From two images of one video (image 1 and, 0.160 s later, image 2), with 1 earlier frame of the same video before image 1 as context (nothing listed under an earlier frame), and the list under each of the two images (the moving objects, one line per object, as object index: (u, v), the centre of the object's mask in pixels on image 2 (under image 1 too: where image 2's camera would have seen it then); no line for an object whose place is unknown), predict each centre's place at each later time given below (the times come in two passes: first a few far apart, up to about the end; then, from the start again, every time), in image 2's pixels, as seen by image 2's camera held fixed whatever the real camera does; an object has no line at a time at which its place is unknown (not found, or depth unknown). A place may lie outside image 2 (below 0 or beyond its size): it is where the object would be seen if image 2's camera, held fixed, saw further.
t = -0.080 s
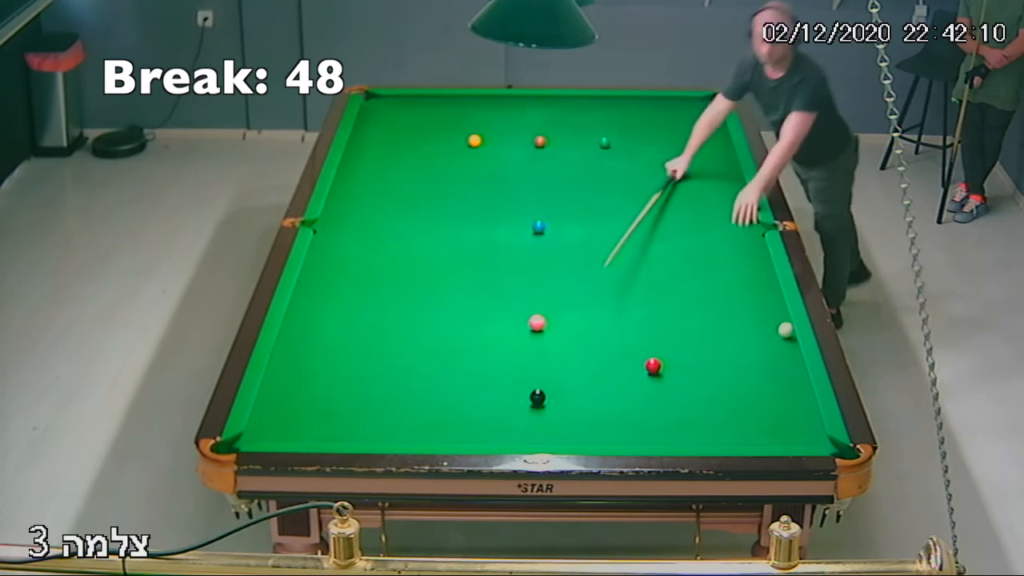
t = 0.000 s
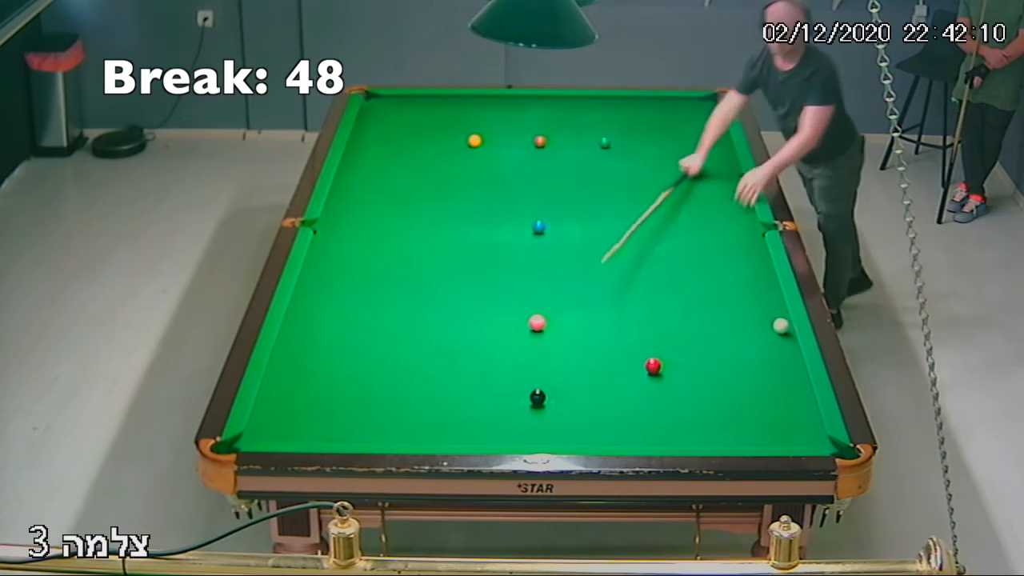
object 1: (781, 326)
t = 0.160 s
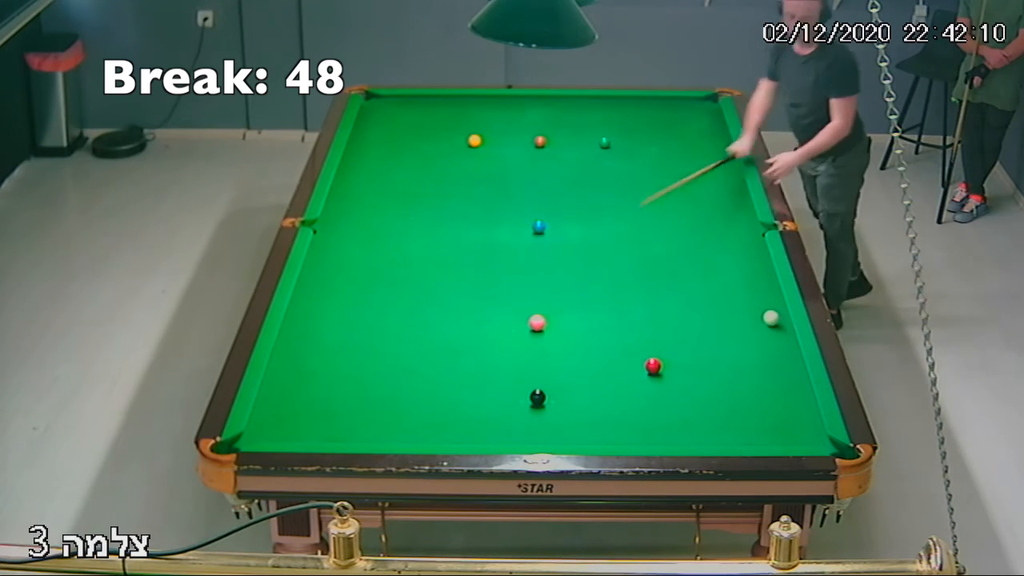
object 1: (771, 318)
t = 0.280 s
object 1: (764, 312)
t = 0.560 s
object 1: (748, 300)
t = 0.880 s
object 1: (732, 287)
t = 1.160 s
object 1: (719, 277)
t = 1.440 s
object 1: (707, 269)
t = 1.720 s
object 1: (697, 260)
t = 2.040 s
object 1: (686, 252)
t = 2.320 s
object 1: (678, 246)
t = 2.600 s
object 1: (671, 240)
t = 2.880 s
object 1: (664, 236)
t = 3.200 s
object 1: (658, 231)
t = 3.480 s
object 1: (654, 228)
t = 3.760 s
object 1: (650, 225)
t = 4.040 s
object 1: (647, 224)
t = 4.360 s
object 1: (645, 222)
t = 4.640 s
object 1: (643, 222)
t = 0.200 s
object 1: (769, 316)
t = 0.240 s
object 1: (766, 314)
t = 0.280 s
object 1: (764, 312)
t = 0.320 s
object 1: (761, 311)
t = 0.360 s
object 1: (759, 309)
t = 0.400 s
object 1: (757, 307)
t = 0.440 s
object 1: (755, 305)
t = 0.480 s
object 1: (753, 304)
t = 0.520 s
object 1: (750, 302)
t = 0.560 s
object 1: (748, 300)
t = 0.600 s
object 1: (746, 298)
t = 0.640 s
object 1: (744, 297)
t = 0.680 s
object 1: (742, 295)
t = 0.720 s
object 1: (740, 293)
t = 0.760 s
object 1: (738, 292)
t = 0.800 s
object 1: (736, 290)
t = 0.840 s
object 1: (734, 289)
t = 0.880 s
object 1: (732, 287)
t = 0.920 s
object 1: (730, 286)
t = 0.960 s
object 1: (728, 284)
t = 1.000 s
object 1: (726, 283)
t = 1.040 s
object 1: (724, 282)
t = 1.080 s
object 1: (723, 280)
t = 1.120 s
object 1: (721, 279)
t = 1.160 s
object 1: (719, 277)
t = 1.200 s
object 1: (717, 276)
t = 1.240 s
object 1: (716, 275)
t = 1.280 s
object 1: (714, 273)
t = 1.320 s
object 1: (712, 272)
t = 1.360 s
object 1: (710, 271)
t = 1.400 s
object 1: (709, 270)
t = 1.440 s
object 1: (707, 269)
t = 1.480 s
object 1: (706, 267)
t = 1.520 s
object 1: (704, 266)
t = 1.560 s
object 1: (702, 265)
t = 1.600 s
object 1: (701, 264)
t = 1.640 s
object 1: (700, 263)
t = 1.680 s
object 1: (698, 262)
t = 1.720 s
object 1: (697, 260)
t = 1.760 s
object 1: (695, 259)
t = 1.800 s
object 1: (694, 258)
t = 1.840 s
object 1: (693, 257)
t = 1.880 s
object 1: (692, 256)
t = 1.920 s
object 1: (690, 255)
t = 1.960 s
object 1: (689, 254)
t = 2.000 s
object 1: (688, 253)
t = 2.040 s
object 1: (686, 252)
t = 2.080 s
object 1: (685, 251)
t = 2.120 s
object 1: (684, 250)
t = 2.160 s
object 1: (683, 249)
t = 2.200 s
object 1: (681, 249)
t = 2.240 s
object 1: (680, 248)
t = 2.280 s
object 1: (679, 247)
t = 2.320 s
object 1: (678, 246)
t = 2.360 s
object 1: (677, 245)
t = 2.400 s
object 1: (676, 244)
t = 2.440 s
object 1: (675, 244)
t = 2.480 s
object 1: (674, 243)
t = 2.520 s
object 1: (673, 242)
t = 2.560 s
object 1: (672, 241)
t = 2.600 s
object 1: (671, 240)
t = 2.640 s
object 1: (670, 240)
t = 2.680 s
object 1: (669, 239)
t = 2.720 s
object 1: (668, 238)
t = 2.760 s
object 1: (667, 238)
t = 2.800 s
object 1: (666, 237)
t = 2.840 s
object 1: (665, 236)
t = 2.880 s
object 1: (664, 236)
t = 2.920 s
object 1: (663, 235)
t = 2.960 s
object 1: (663, 234)
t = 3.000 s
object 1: (662, 234)
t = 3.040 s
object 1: (661, 233)
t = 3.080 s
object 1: (660, 233)
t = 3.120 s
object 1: (660, 232)
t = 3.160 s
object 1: (659, 232)
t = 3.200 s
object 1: (658, 231)
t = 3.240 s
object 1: (658, 231)
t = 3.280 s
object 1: (657, 230)
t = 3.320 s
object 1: (656, 230)
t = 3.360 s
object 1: (656, 229)
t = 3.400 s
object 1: (655, 229)
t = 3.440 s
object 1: (655, 228)
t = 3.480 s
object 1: (654, 228)
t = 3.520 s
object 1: (653, 228)
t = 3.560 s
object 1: (653, 227)
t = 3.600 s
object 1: (652, 227)
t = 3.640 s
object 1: (652, 227)
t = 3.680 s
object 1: (651, 226)
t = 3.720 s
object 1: (651, 226)
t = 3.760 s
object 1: (650, 225)
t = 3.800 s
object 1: (650, 225)
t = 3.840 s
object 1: (649, 225)
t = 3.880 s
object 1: (649, 225)
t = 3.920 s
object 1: (648, 224)
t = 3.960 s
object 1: (648, 224)
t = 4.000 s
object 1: (648, 224)
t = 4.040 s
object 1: (647, 224)
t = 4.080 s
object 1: (647, 223)
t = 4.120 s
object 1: (647, 223)
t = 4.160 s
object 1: (646, 223)
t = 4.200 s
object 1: (646, 223)
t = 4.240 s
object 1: (645, 223)
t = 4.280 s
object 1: (645, 222)
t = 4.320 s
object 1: (645, 222)
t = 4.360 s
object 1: (645, 222)
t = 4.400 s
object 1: (644, 222)
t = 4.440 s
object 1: (644, 222)
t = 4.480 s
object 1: (644, 222)
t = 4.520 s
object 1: (644, 222)
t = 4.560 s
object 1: (643, 222)
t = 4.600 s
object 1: (643, 222)
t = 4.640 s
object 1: (643, 222)
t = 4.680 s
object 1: (643, 221)
